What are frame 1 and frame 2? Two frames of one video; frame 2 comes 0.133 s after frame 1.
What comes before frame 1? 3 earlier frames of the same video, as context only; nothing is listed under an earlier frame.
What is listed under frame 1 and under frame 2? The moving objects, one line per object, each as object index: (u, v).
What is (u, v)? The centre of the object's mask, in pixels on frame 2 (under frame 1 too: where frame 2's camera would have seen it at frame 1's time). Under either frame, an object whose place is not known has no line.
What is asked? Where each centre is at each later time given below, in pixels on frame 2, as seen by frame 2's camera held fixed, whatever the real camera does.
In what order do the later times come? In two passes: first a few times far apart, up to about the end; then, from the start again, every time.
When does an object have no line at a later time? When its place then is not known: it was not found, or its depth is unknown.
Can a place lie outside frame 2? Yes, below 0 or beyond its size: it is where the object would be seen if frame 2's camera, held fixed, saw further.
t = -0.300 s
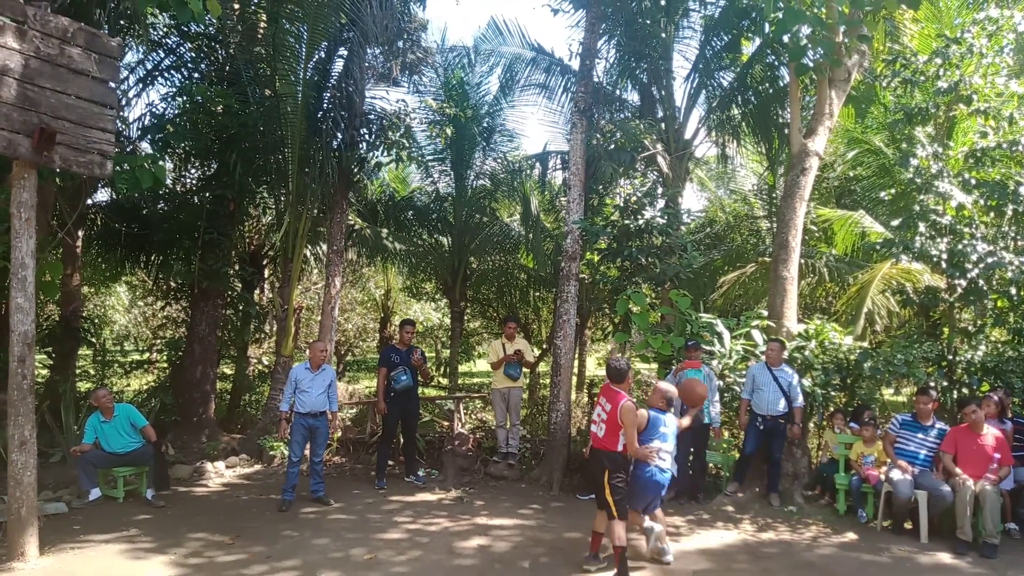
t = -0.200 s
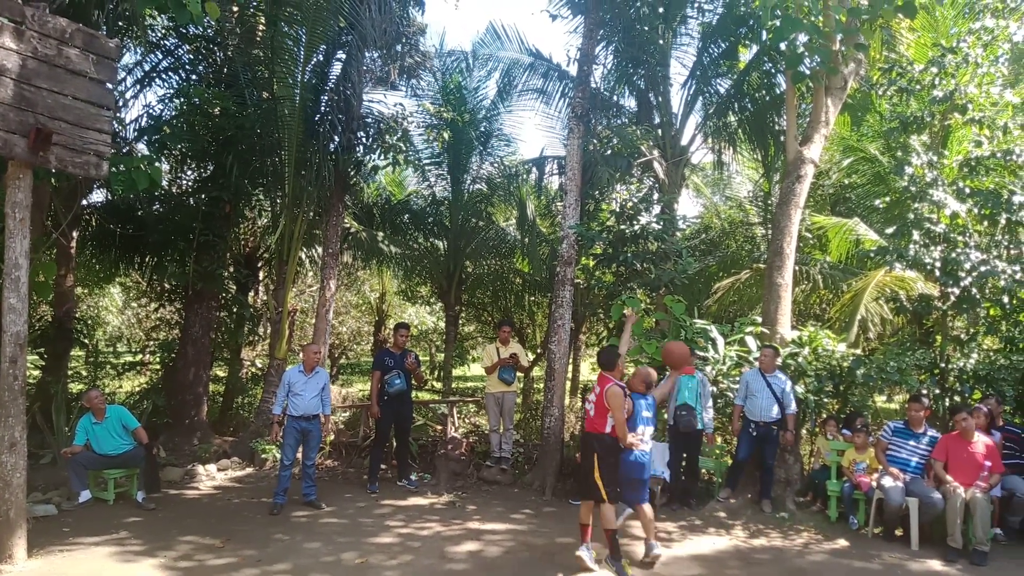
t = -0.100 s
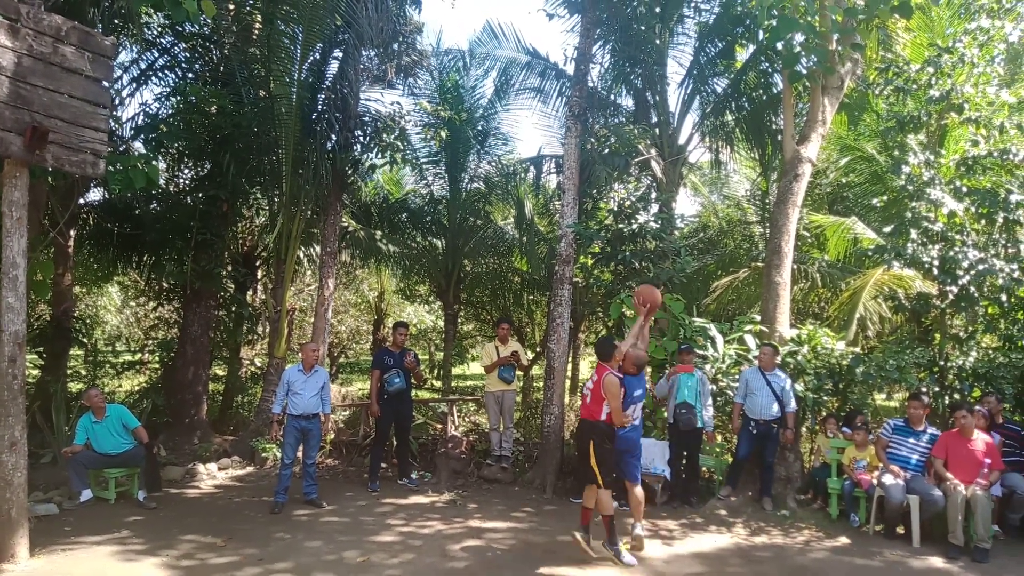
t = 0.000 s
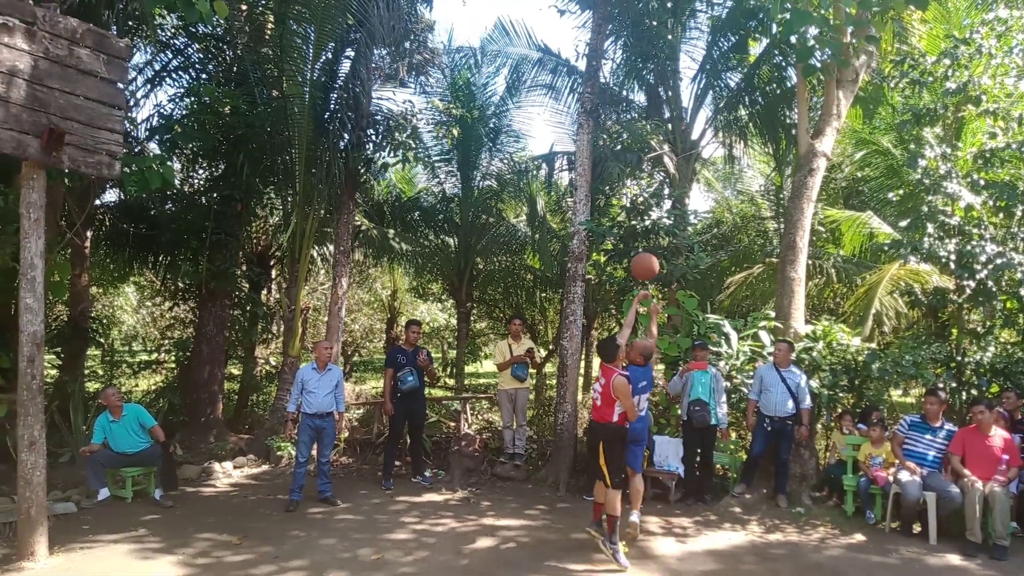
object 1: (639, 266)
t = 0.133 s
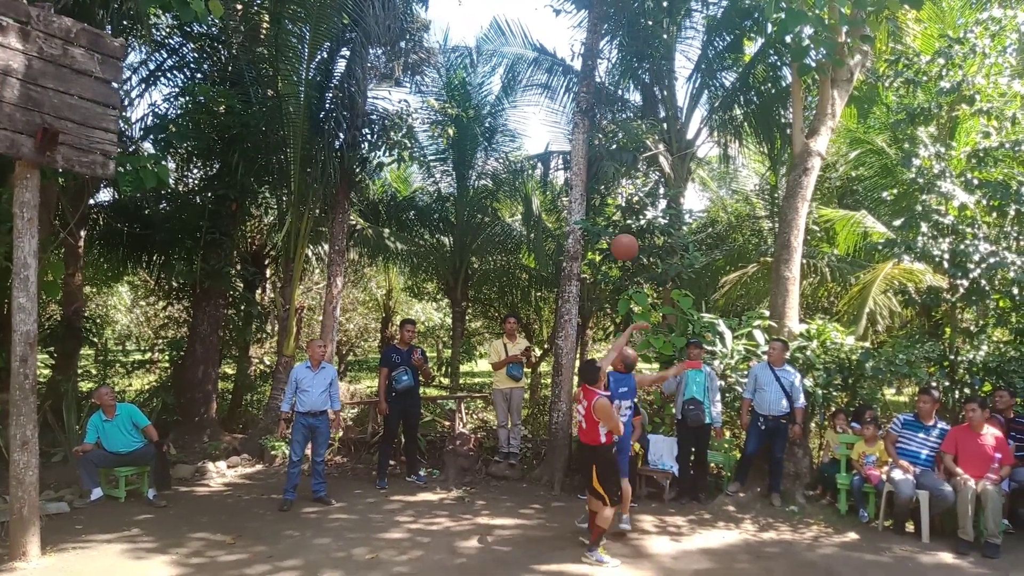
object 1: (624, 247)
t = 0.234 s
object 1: (614, 247)
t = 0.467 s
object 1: (590, 285)
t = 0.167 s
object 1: (620, 246)
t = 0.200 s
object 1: (617, 246)
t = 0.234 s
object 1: (614, 247)
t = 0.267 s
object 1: (610, 249)
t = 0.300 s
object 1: (607, 252)
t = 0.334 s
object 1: (603, 256)
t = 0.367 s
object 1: (600, 262)
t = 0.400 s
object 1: (597, 268)
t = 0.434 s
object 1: (593, 277)
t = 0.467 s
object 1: (590, 285)
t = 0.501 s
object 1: (587, 294)
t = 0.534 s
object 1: (584, 305)
